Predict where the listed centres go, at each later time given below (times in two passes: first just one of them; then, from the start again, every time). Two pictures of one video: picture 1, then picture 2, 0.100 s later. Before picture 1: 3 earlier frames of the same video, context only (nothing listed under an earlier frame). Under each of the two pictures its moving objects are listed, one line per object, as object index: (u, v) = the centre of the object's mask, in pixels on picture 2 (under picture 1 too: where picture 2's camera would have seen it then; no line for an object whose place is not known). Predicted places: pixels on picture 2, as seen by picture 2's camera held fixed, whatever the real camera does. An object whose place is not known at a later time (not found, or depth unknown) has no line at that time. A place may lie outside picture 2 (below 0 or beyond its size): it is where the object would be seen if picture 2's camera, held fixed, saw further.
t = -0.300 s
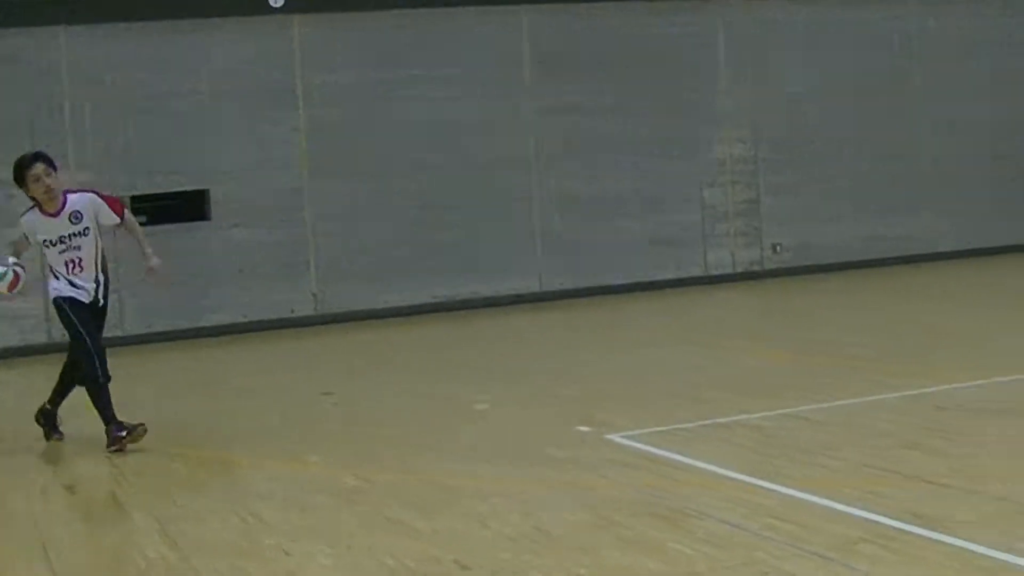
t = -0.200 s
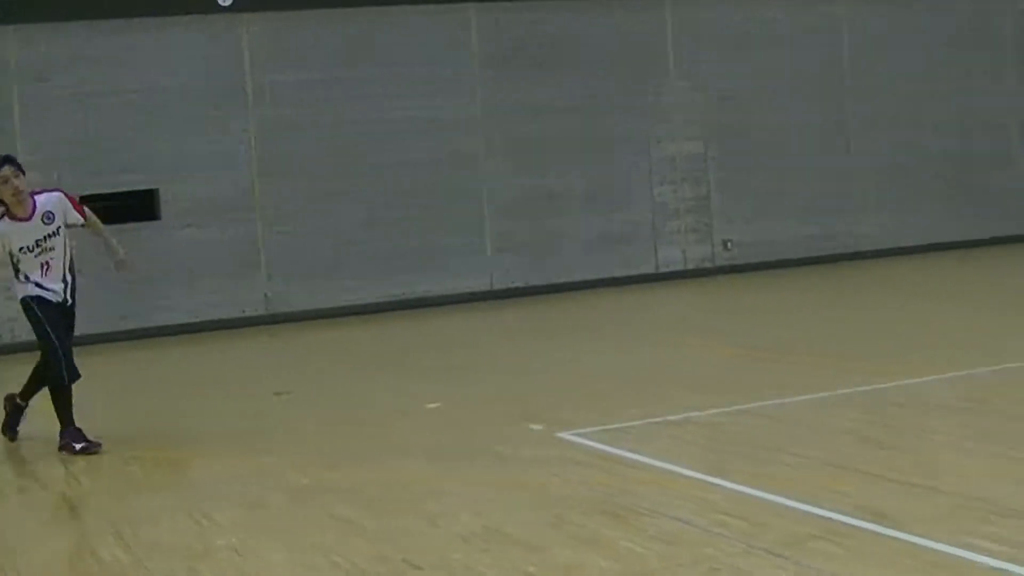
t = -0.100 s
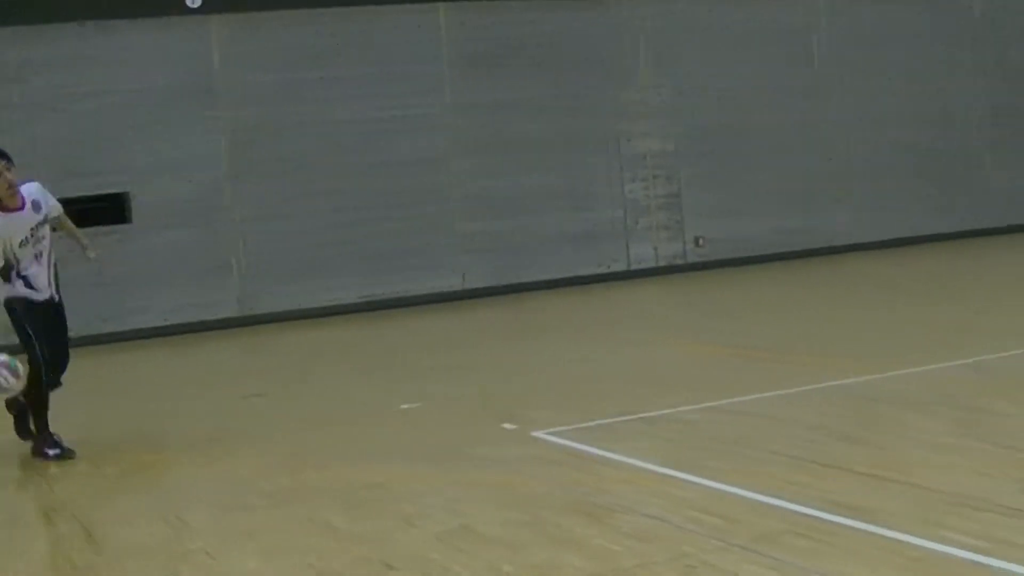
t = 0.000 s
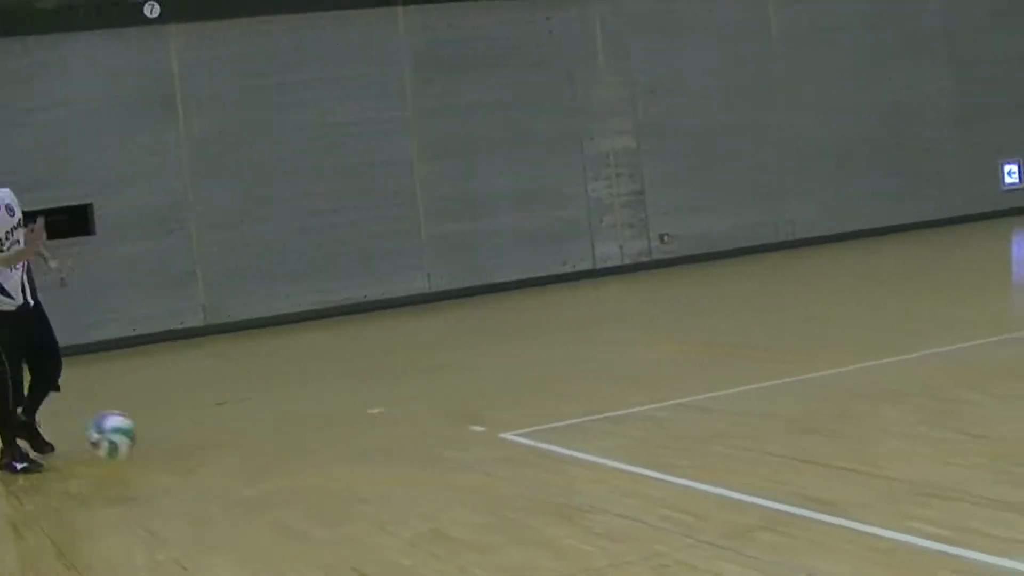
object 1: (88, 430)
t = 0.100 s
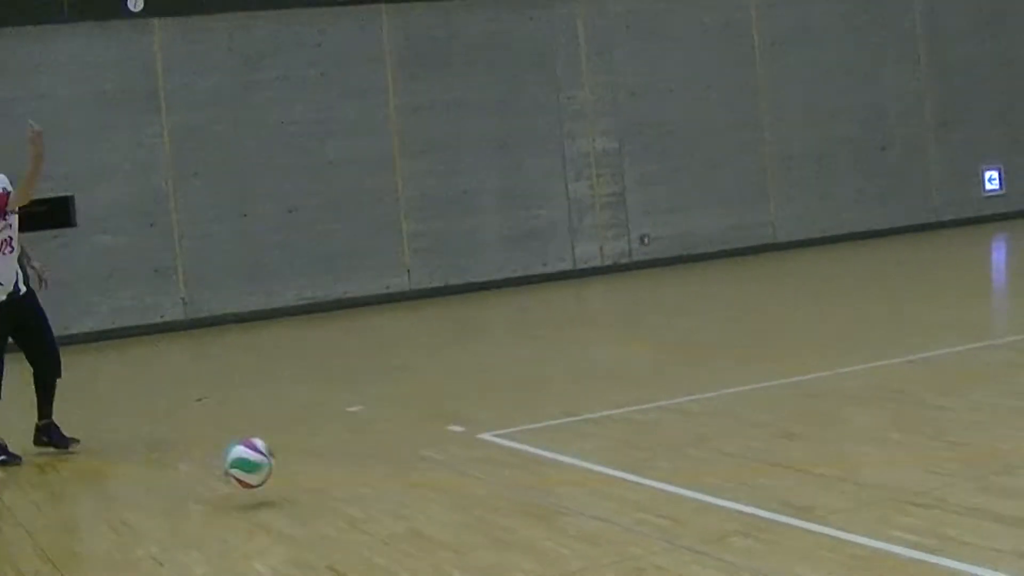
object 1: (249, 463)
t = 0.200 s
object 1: (390, 417)
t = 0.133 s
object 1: (292, 445)
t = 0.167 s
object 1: (340, 430)
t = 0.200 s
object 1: (390, 417)
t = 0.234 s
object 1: (442, 408)
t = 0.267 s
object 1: (496, 400)
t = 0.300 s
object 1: (550, 395)
